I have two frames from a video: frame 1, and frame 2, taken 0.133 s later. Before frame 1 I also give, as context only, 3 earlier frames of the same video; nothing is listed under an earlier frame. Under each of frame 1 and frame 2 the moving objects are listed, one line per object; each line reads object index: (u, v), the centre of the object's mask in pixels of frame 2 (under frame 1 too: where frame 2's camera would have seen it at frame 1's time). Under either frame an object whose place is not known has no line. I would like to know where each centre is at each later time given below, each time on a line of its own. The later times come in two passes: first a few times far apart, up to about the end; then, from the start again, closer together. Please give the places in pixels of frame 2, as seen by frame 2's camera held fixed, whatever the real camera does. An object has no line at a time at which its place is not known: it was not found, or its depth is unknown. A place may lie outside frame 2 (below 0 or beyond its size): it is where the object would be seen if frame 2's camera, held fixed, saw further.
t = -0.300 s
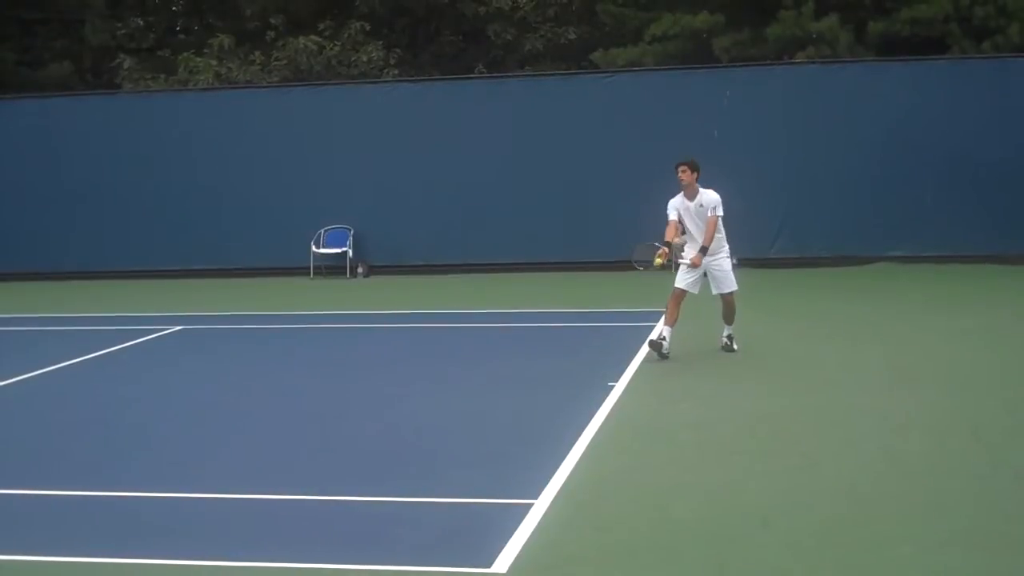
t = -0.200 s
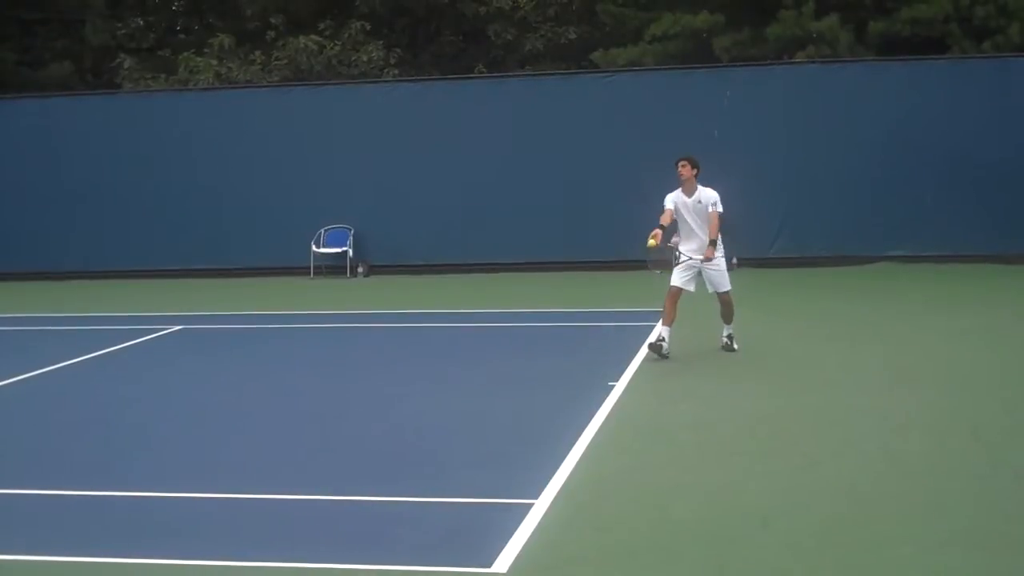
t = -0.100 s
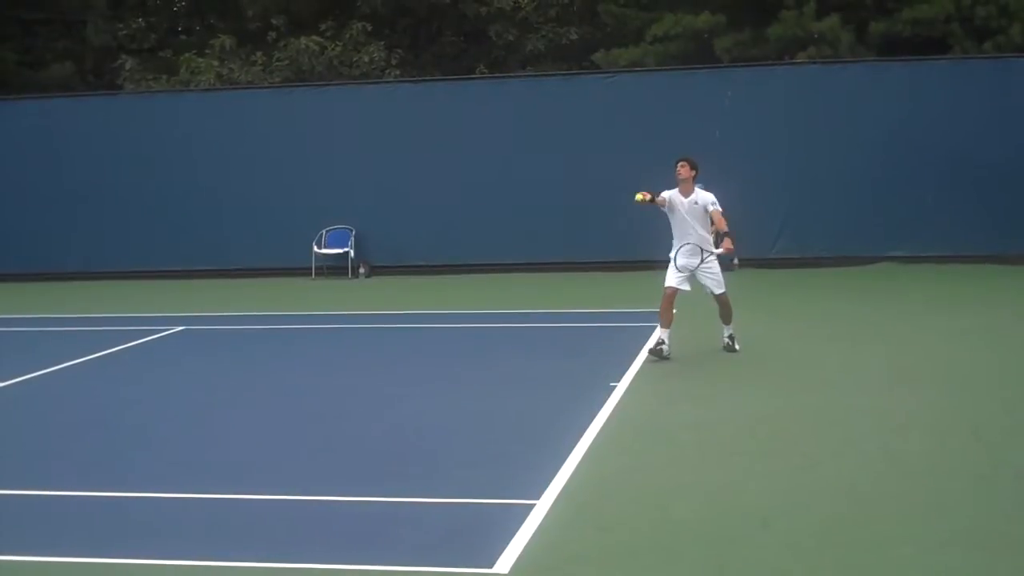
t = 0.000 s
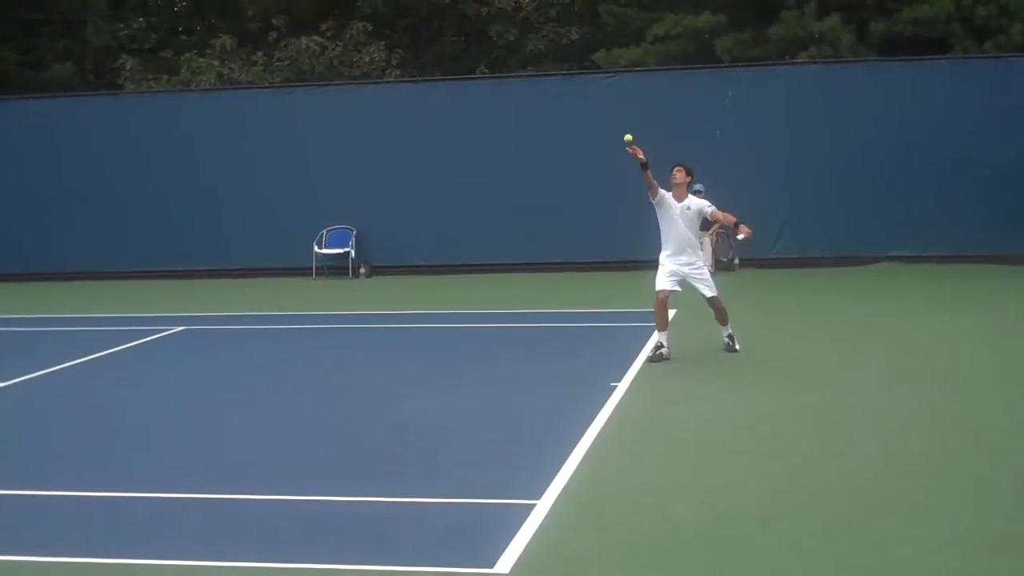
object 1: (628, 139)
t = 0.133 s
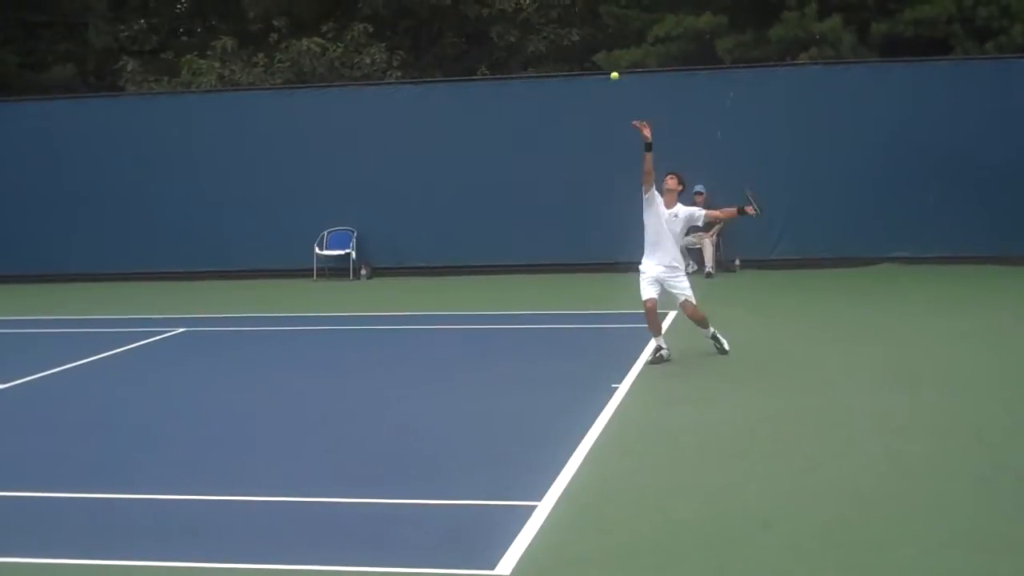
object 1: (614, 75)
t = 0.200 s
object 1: (607, 51)
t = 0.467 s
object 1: (582, 7)
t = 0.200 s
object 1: (607, 51)
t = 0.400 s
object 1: (588, 11)
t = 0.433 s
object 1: (585, 8)
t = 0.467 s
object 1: (582, 7)
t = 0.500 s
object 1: (580, 7)
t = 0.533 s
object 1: (577, 9)
